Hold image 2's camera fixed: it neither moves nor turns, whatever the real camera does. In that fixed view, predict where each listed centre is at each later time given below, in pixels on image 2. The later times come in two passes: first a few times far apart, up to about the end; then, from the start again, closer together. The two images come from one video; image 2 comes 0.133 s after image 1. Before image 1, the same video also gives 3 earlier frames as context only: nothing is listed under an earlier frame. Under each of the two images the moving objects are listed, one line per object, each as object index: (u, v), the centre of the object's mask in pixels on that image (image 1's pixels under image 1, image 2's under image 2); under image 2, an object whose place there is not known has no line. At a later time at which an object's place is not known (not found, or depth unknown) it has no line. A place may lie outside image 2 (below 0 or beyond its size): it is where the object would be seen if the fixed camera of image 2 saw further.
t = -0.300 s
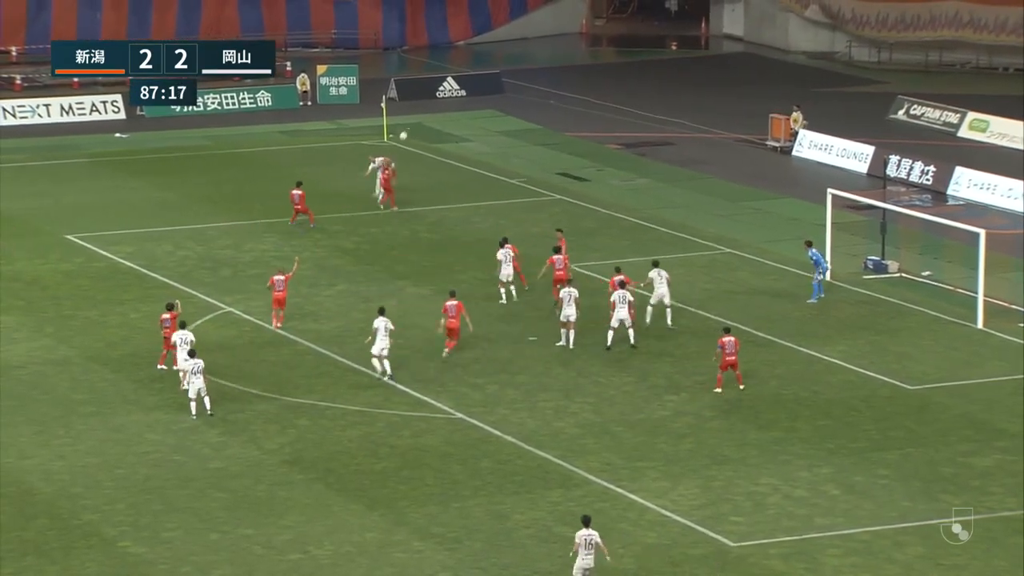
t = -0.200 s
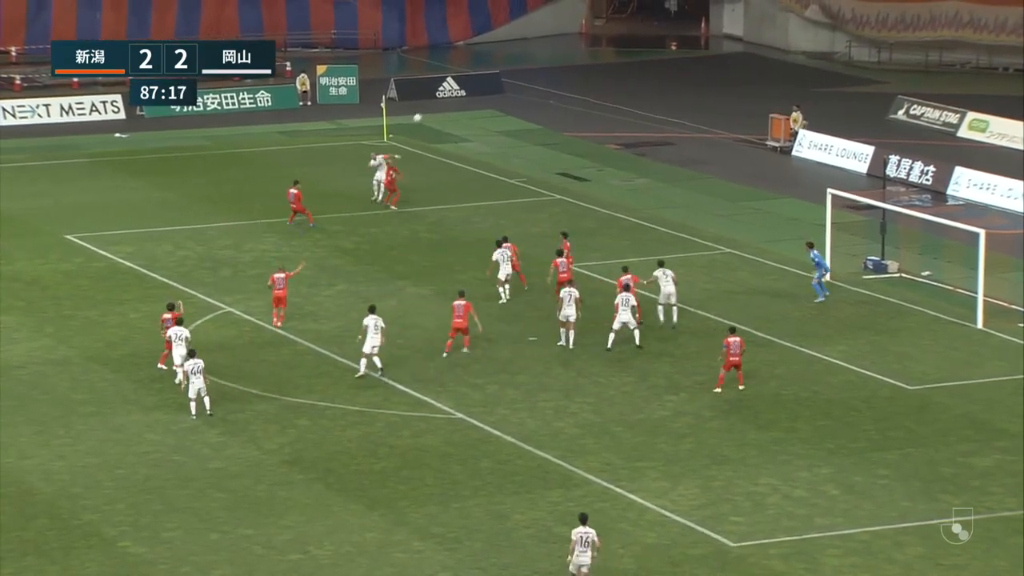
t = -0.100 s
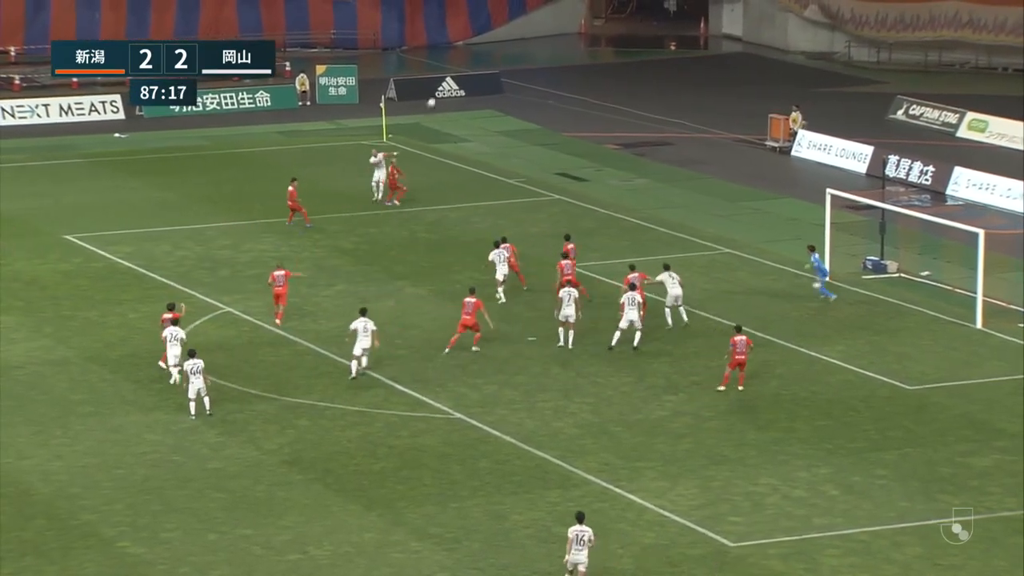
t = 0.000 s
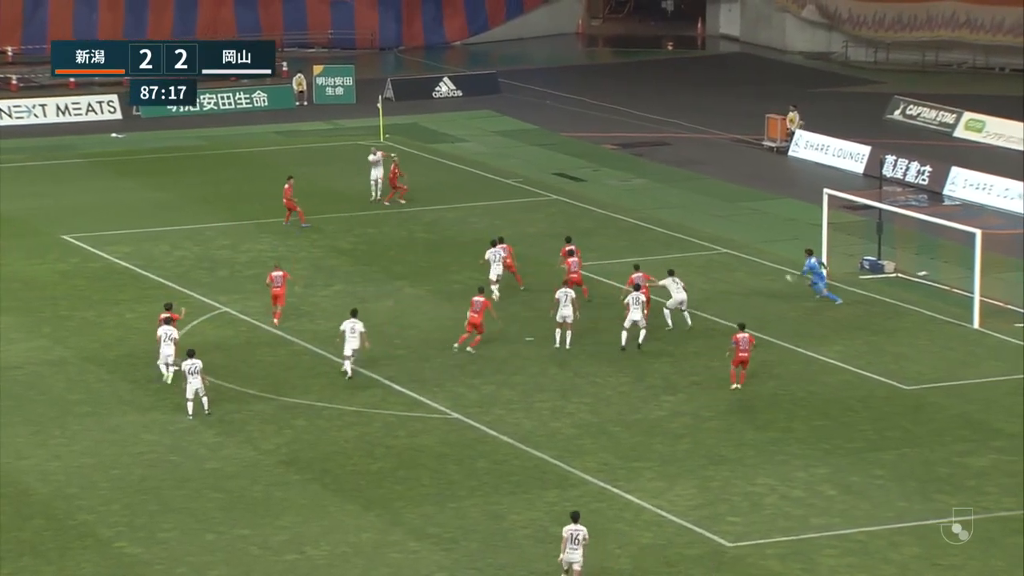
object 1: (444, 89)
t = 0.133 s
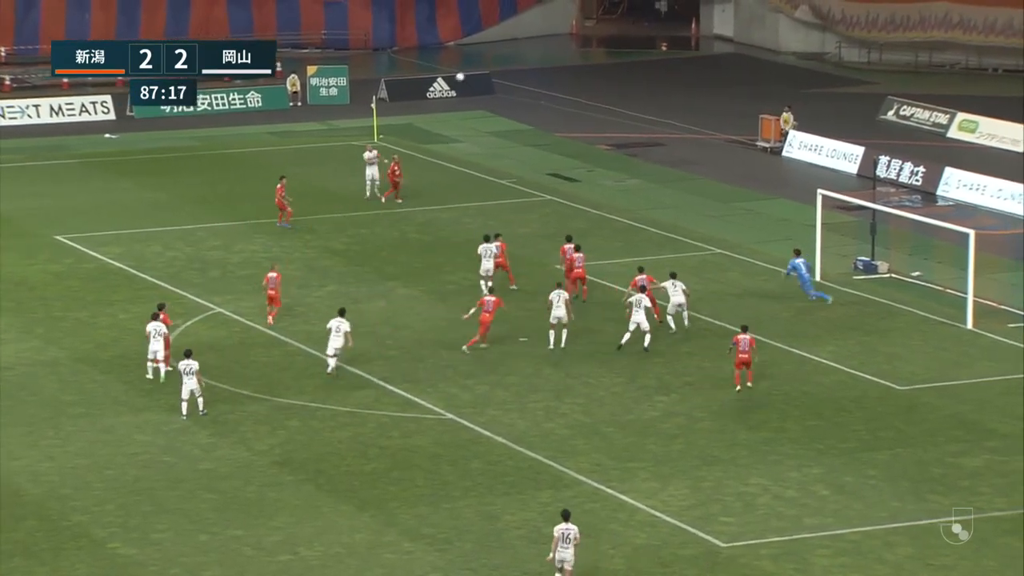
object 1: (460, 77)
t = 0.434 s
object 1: (509, 65)
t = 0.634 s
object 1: (542, 69)
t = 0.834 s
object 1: (574, 85)
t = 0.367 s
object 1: (499, 65)
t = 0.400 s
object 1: (504, 64)
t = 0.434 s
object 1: (509, 65)
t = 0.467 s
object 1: (516, 64)
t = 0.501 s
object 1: (520, 64)
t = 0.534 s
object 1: (527, 65)
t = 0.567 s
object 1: (531, 66)
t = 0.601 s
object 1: (537, 67)
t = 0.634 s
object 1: (542, 69)
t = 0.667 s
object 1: (546, 70)
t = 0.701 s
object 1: (553, 73)
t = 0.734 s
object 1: (558, 75)
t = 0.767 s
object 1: (562, 78)
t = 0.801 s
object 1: (568, 82)
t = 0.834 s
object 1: (574, 85)
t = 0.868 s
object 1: (579, 89)
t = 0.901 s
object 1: (584, 93)
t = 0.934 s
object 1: (589, 99)
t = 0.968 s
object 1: (594, 105)
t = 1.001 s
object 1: (599, 111)
